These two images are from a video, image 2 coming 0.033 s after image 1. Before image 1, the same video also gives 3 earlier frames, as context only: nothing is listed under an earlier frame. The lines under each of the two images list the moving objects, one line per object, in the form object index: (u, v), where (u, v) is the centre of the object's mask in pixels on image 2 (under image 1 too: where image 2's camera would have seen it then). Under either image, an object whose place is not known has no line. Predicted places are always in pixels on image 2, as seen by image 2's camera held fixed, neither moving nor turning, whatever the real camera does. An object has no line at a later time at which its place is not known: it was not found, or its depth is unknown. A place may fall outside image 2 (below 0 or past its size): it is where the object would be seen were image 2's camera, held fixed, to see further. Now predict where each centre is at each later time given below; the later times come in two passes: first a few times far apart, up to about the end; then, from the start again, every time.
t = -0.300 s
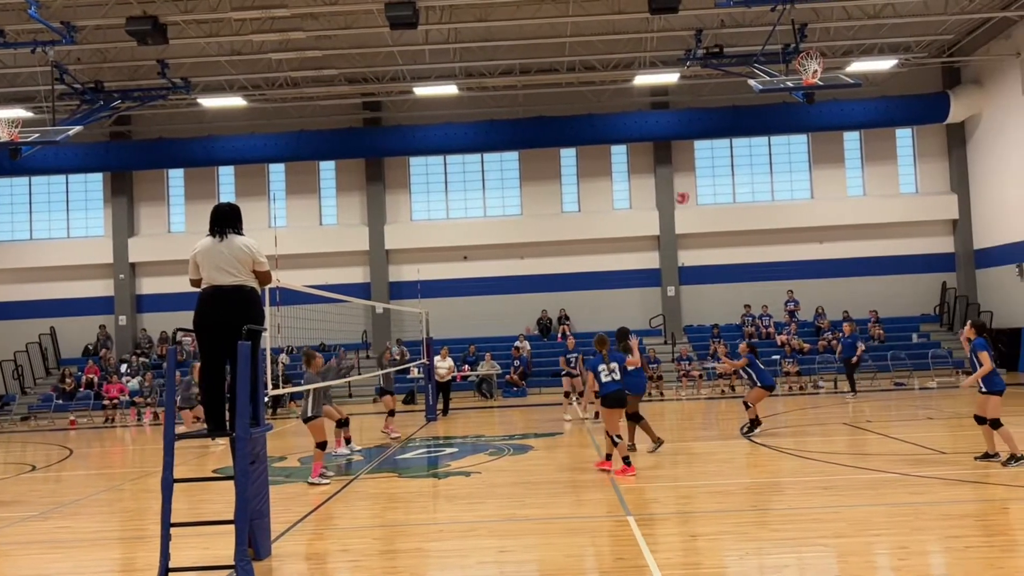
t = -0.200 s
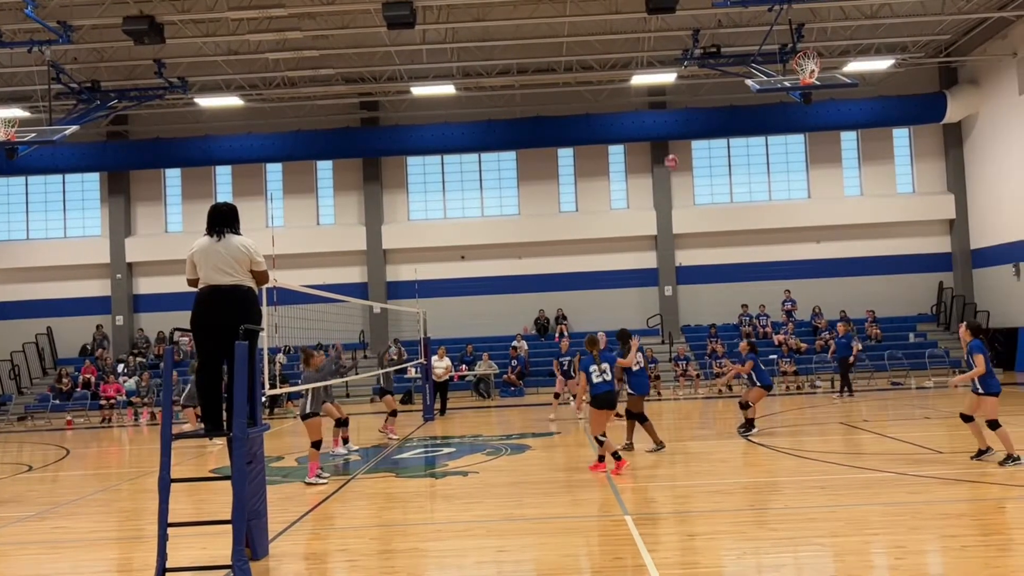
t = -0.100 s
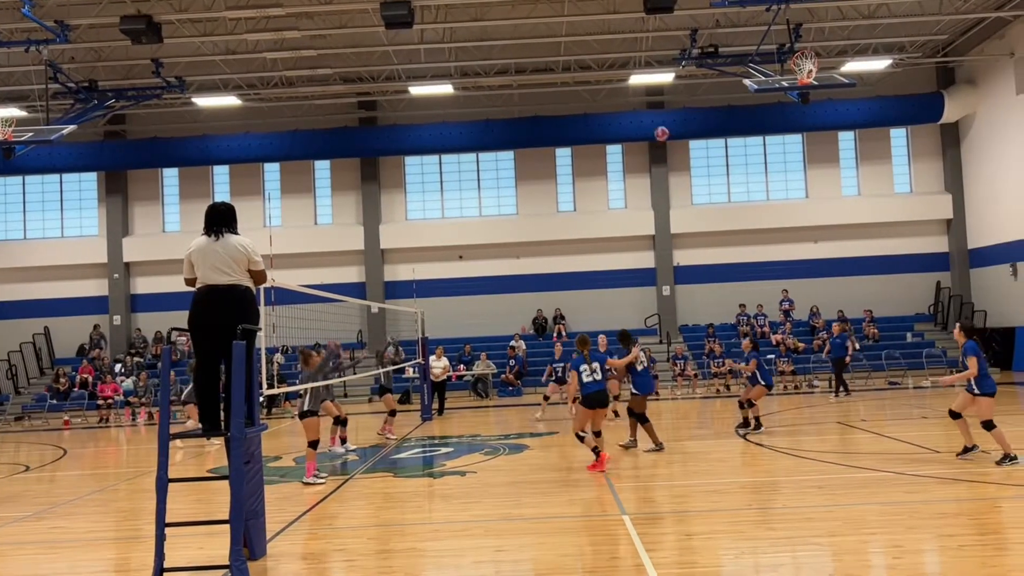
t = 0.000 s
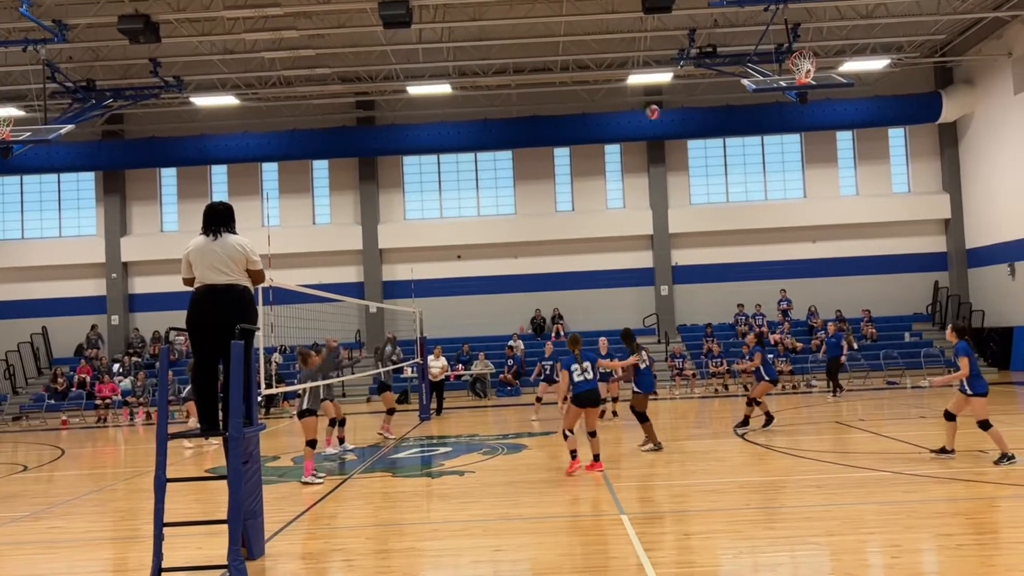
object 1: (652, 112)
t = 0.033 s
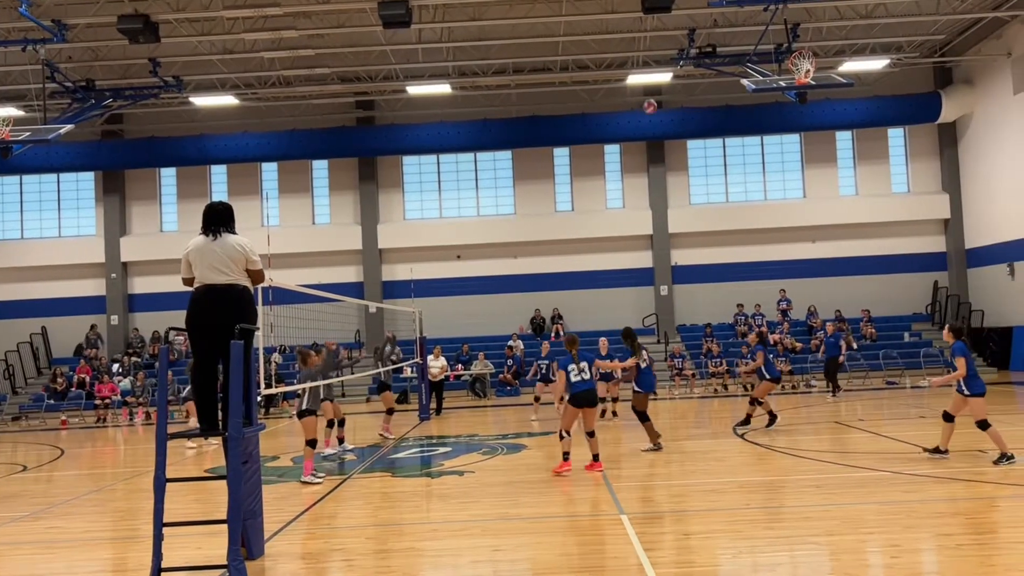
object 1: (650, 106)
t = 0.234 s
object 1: (638, 88)
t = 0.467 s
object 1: (625, 95)
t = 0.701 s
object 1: (615, 136)
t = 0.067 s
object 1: (647, 102)
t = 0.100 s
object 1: (645, 97)
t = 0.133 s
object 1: (643, 94)
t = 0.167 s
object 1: (641, 91)
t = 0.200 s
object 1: (640, 90)
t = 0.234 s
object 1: (638, 88)
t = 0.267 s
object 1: (636, 87)
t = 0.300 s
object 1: (633, 86)
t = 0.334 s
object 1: (631, 87)
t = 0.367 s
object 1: (629, 89)
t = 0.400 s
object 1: (628, 90)
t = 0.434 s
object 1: (627, 92)
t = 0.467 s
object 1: (625, 95)
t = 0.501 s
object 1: (623, 98)
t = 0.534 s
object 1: (621, 103)
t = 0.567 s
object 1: (620, 108)
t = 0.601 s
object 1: (619, 114)
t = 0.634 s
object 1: (617, 121)
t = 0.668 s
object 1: (616, 128)
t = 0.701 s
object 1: (615, 136)
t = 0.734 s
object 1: (613, 144)
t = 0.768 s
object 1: (612, 153)
